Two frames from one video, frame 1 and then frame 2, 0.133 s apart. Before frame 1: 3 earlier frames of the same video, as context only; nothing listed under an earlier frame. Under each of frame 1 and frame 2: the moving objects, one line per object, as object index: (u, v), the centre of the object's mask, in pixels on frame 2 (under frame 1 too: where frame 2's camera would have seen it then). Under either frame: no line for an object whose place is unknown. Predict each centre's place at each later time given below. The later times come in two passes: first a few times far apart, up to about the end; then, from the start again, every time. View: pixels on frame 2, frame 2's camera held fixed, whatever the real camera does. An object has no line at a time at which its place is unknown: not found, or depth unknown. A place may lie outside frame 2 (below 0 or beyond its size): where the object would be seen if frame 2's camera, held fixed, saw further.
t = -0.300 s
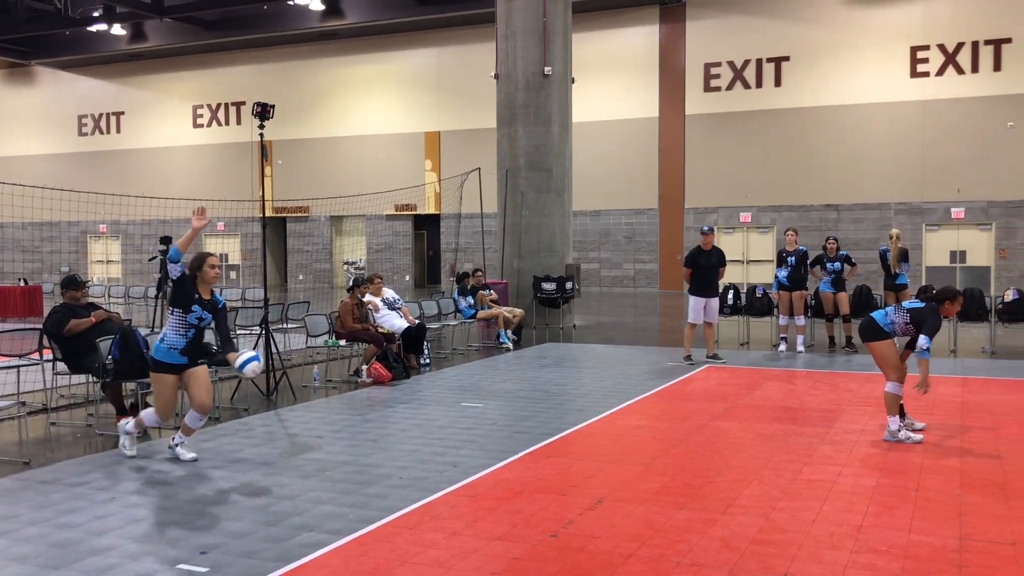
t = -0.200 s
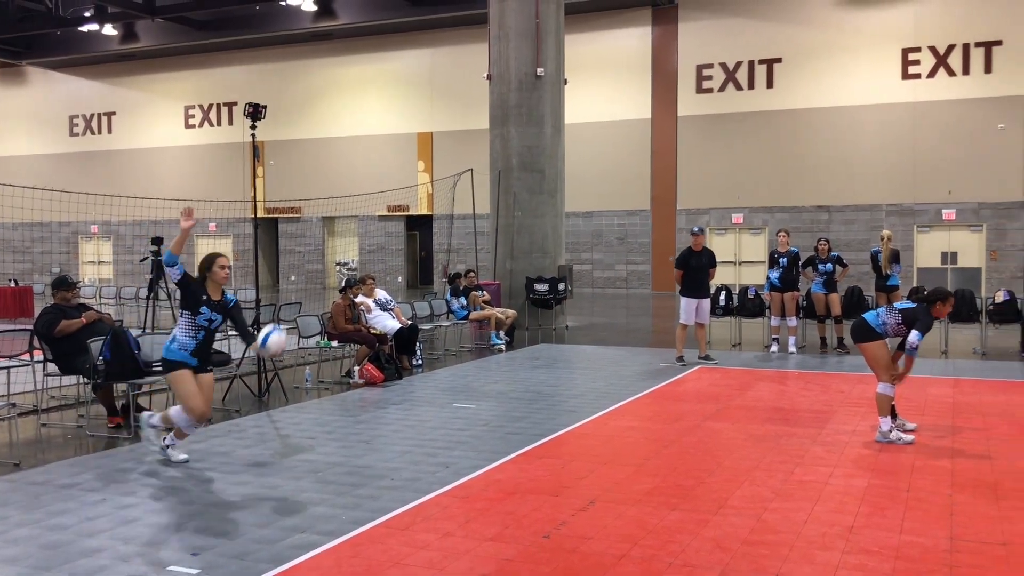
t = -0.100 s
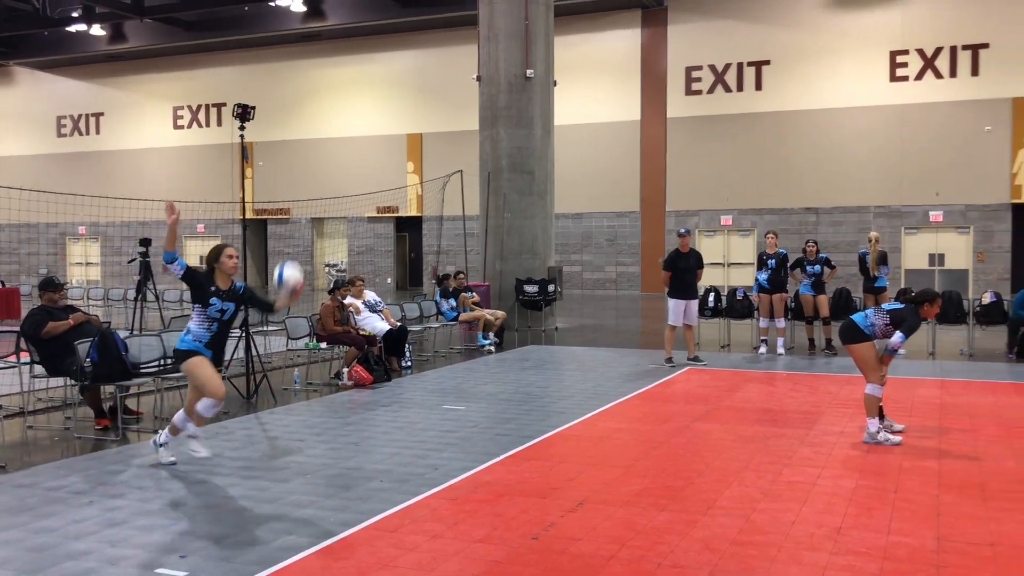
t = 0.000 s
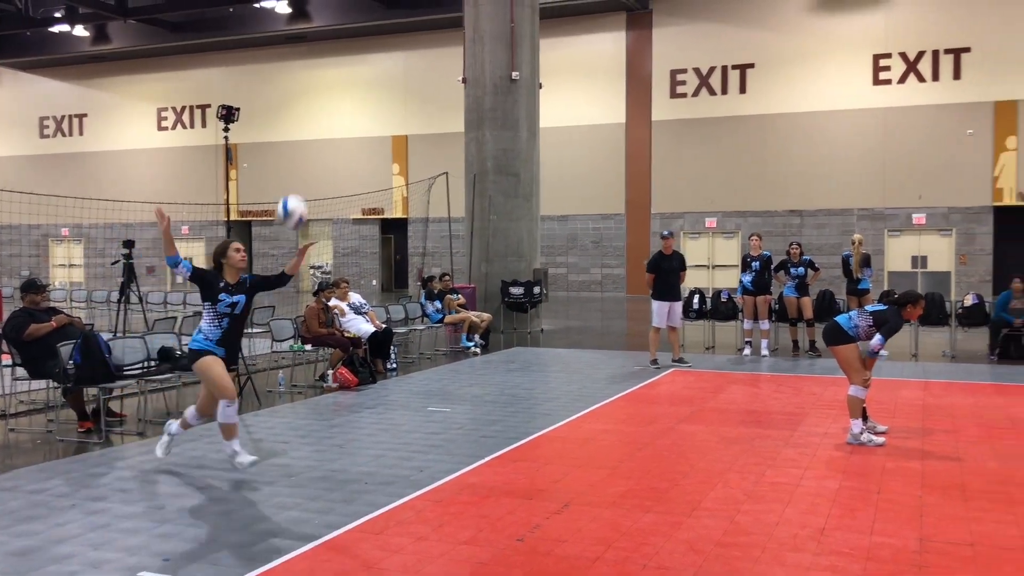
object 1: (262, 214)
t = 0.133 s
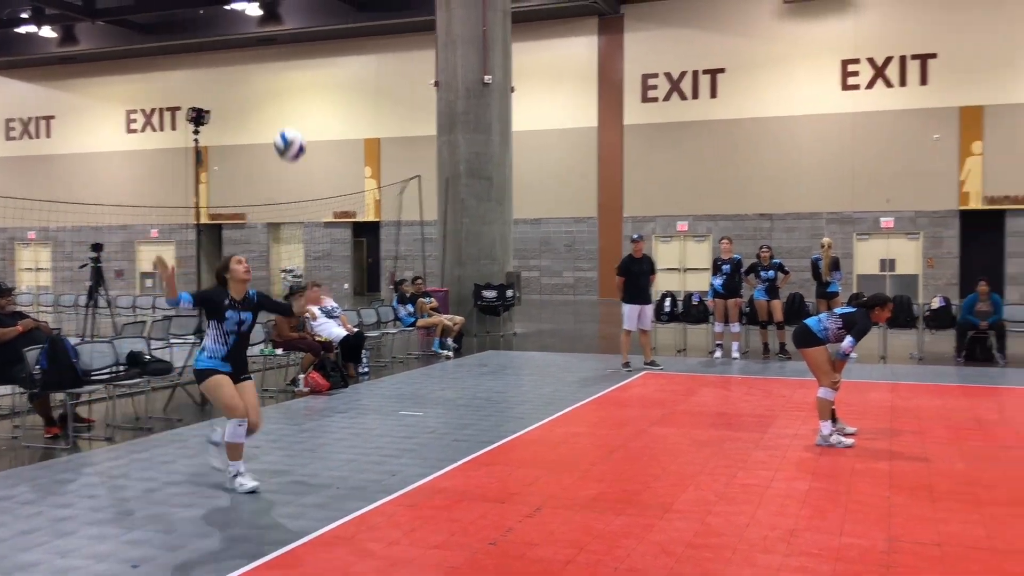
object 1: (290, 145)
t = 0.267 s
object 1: (318, 100)
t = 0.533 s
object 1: (378, 89)
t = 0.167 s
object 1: (296, 131)
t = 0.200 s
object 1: (303, 119)
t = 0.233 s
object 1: (311, 109)
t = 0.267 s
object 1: (318, 100)
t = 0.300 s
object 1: (325, 93)
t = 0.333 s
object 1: (332, 87)
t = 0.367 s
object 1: (339, 83)
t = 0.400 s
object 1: (347, 81)
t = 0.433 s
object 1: (354, 80)
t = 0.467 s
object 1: (362, 81)
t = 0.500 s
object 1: (370, 84)
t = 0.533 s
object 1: (378, 89)
